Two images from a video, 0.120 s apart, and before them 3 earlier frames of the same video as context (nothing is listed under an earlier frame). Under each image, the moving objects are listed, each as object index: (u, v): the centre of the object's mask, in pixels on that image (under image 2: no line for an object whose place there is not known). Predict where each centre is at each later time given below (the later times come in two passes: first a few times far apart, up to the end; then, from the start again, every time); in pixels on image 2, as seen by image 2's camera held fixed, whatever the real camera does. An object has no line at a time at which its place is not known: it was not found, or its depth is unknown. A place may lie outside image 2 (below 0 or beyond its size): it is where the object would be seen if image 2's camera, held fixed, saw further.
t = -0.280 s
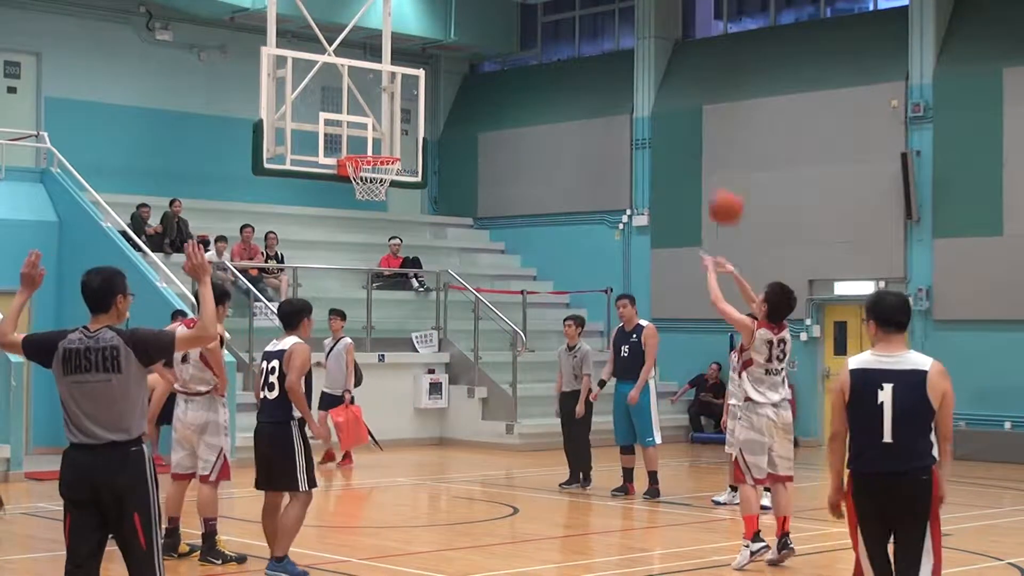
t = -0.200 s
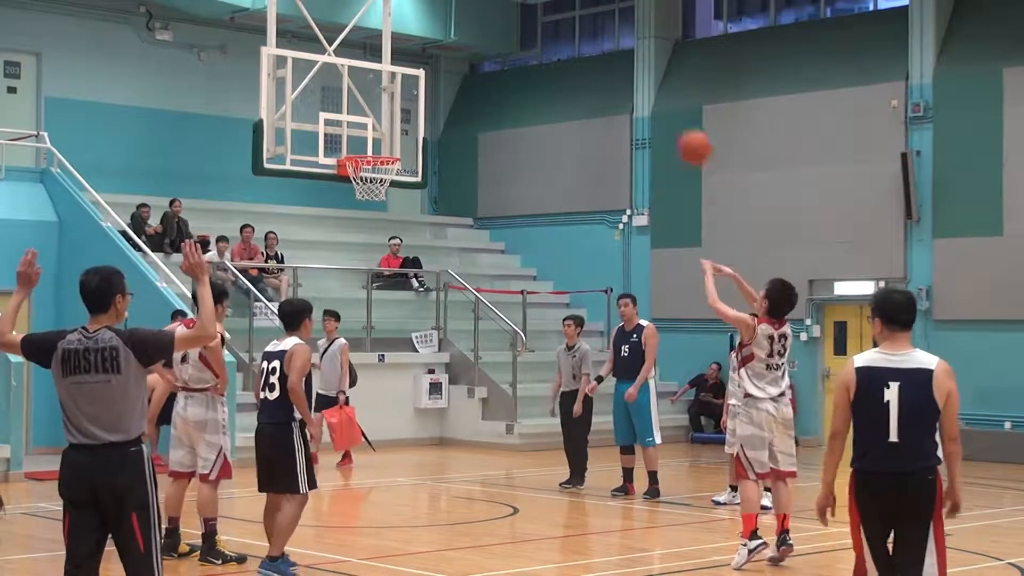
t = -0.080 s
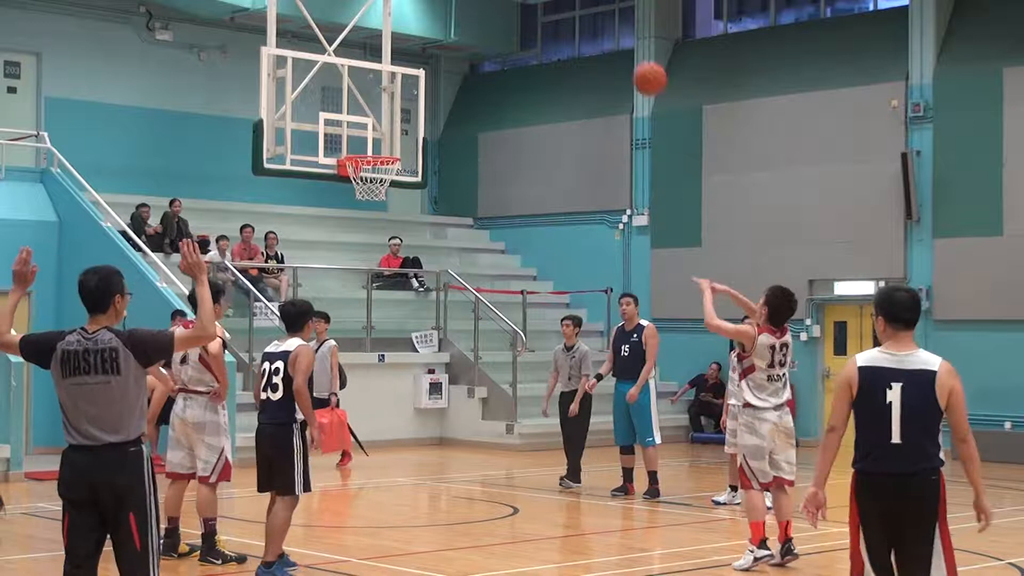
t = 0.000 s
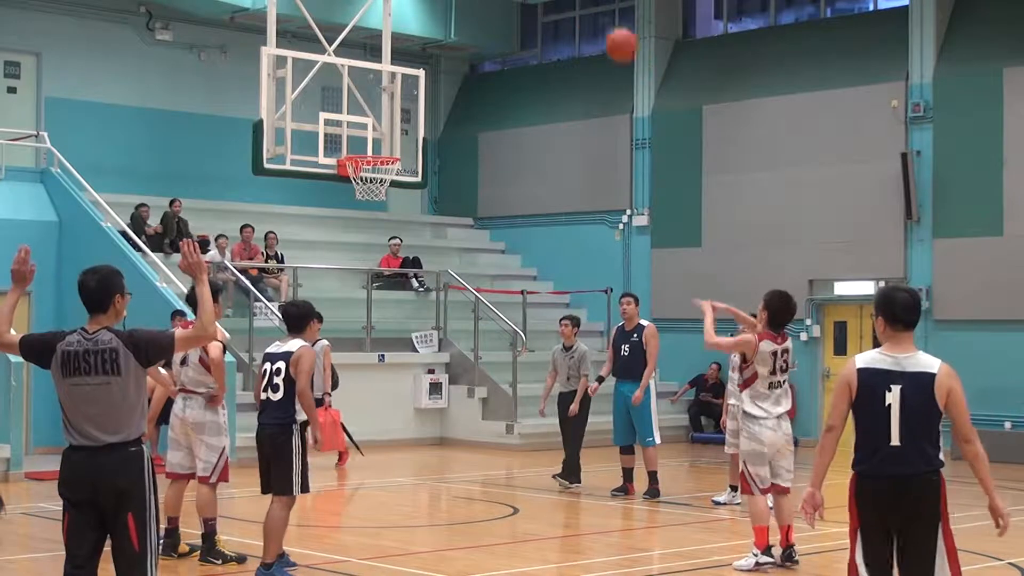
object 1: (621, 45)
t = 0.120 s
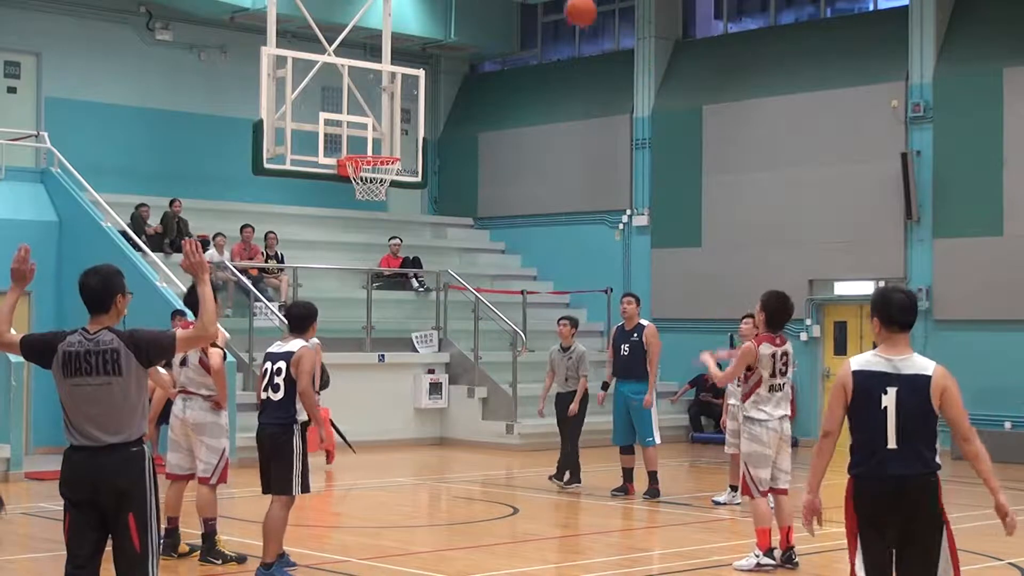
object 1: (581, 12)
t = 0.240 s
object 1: (542, 6)
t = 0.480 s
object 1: (470, 19)
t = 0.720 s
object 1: (405, 105)
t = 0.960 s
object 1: (352, 217)
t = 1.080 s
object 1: (332, 275)
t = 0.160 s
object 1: (567, 9)
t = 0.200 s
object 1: (554, 7)
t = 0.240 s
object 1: (542, 6)
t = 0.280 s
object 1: (529, 5)
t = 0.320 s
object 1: (516, 6)
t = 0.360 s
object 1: (505, 7)
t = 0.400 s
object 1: (493, 9)
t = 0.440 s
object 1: (481, 13)
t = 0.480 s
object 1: (470, 19)
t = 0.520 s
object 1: (459, 29)
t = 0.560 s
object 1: (448, 41)
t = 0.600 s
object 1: (436, 55)
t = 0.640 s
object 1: (426, 70)
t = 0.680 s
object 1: (414, 88)
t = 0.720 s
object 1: (405, 105)
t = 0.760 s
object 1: (395, 125)
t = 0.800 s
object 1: (384, 145)
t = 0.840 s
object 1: (374, 171)
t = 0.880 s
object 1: (366, 186)
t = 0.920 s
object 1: (359, 201)
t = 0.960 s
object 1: (352, 217)
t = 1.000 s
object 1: (345, 235)
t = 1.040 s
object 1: (338, 253)
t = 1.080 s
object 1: (332, 275)
